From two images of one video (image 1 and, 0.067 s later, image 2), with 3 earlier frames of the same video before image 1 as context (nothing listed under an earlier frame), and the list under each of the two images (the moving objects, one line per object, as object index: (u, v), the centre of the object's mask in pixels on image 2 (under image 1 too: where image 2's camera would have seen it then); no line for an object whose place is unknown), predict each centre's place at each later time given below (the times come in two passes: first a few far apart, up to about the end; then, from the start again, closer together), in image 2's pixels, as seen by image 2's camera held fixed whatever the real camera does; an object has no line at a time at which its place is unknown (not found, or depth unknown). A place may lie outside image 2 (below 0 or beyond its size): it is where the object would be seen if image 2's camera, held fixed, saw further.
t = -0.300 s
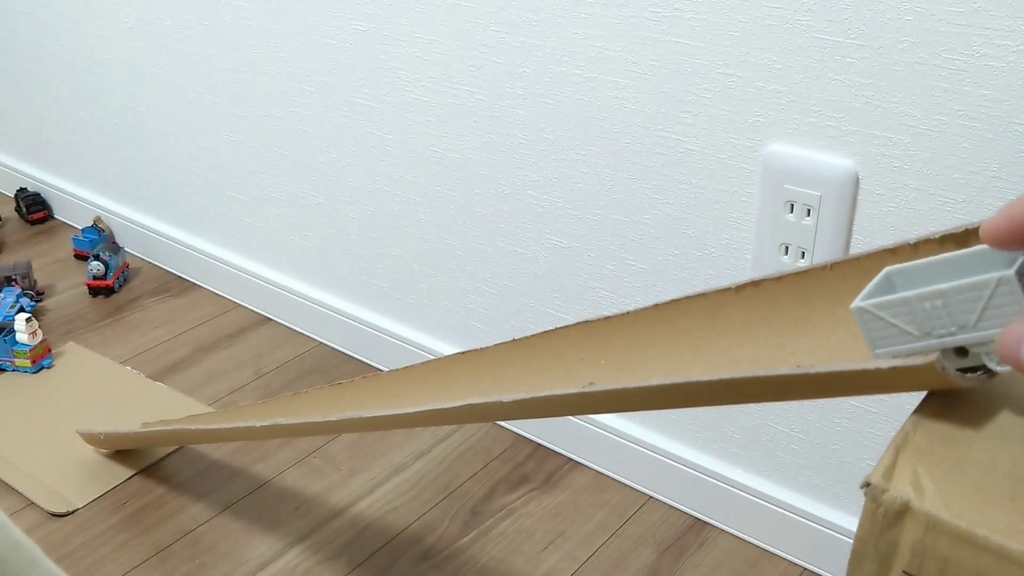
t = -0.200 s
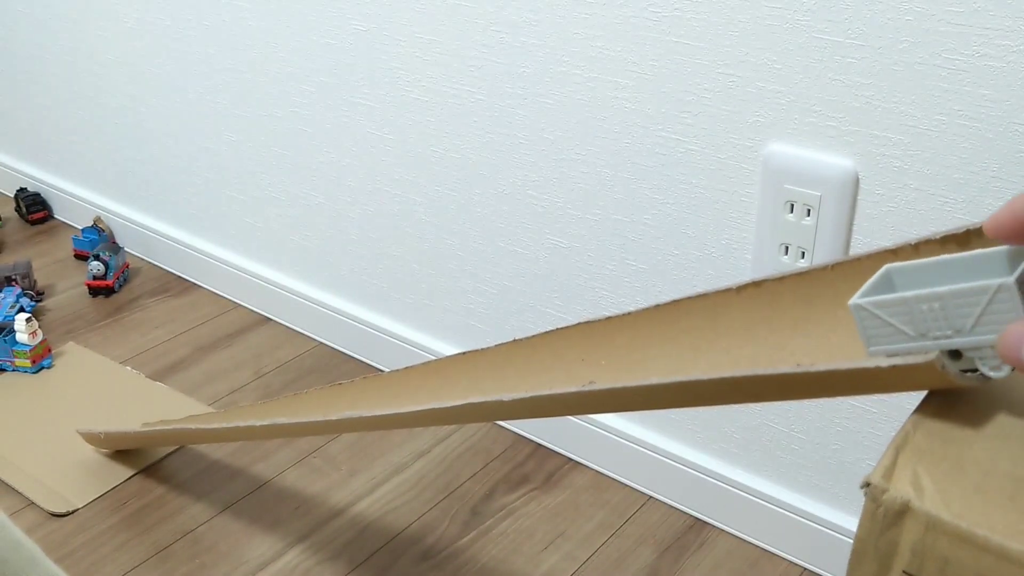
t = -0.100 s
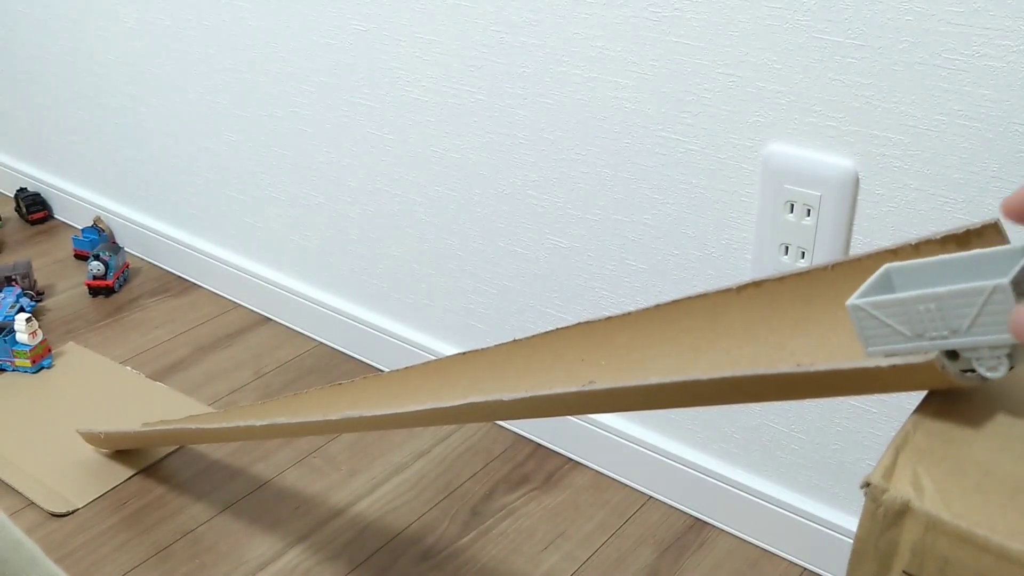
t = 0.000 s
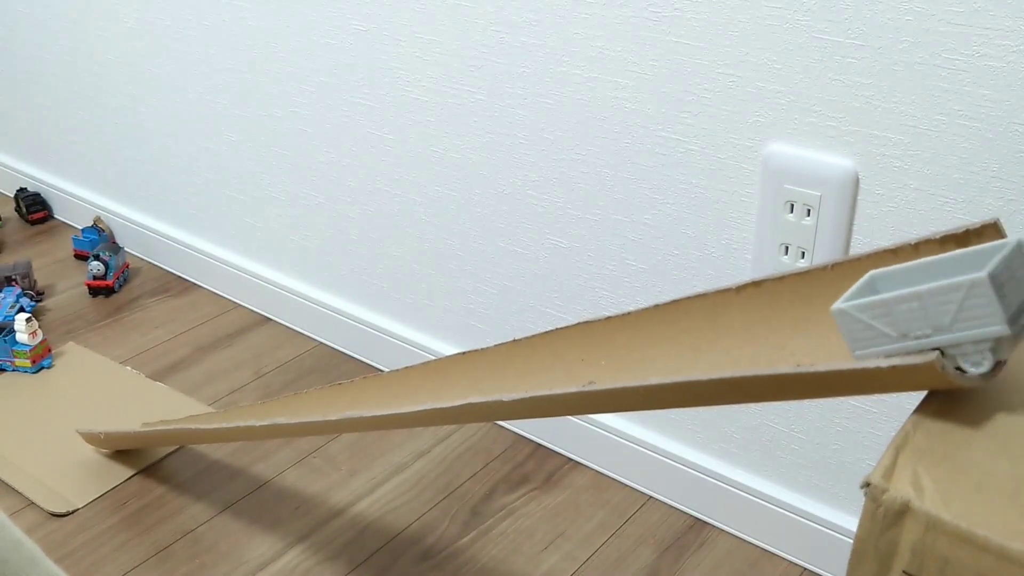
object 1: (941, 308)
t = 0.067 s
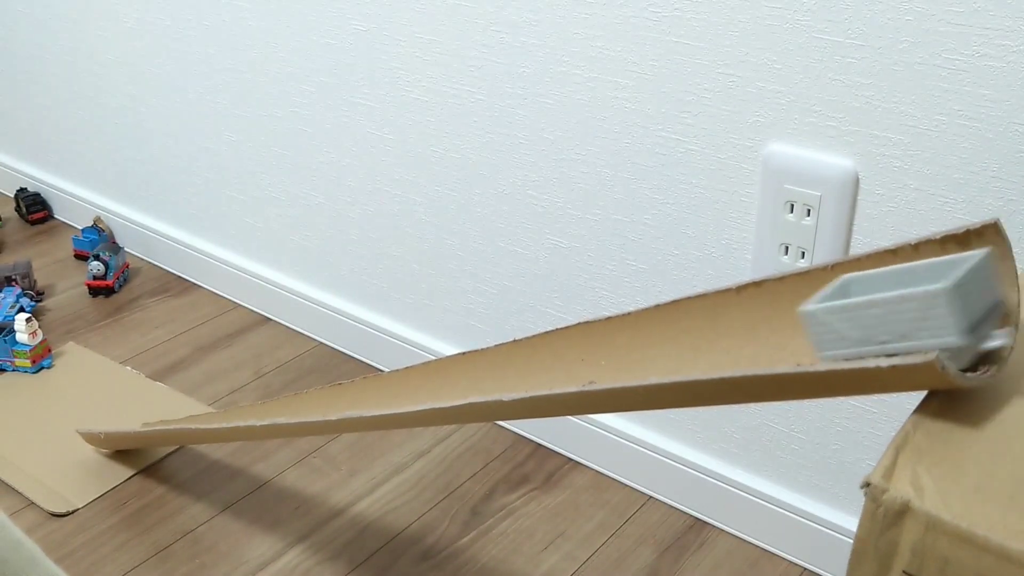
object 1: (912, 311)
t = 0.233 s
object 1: (719, 336)
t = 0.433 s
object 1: (456, 375)
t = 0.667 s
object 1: (228, 407)
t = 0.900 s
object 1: (79, 392)
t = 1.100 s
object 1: (31, 365)
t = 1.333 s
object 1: (30, 364)
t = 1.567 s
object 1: (30, 364)
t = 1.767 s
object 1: (30, 364)
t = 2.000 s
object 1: (29, 364)
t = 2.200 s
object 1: (30, 363)
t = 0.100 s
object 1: (881, 314)
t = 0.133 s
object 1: (845, 319)
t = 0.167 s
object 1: (806, 324)
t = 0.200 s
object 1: (762, 330)
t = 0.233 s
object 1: (719, 336)
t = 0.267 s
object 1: (673, 343)
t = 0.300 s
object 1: (628, 349)
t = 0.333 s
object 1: (582, 356)
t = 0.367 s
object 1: (538, 363)
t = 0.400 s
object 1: (495, 369)
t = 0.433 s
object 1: (456, 375)
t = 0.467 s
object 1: (416, 381)
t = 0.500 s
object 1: (380, 386)
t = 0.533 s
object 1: (346, 391)
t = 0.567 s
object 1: (314, 395)
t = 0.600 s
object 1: (284, 399)
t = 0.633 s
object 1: (254, 403)
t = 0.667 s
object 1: (228, 407)
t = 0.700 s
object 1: (203, 410)
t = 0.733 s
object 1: (177, 413)
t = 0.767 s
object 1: (154, 416)
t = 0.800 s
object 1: (133, 418)
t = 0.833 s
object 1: (114, 415)
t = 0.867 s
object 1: (96, 406)
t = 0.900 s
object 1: (79, 392)
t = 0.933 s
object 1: (60, 381)
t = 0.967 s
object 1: (45, 370)
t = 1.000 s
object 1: (39, 366)
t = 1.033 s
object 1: (34, 366)
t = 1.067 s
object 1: (32, 365)
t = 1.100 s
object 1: (31, 365)
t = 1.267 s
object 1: (30, 364)
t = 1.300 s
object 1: (30, 364)
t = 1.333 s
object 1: (30, 364)
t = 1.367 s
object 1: (30, 364)
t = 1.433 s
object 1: (30, 364)
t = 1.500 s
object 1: (30, 364)
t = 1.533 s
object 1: (30, 364)
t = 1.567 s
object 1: (30, 364)
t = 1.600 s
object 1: (30, 364)
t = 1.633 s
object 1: (30, 364)
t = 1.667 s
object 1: (30, 364)
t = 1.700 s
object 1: (30, 364)
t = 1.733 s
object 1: (30, 364)
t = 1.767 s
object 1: (30, 364)
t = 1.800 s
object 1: (30, 364)
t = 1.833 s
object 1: (29, 364)
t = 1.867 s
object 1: (29, 364)
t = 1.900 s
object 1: (29, 364)
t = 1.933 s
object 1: (29, 363)
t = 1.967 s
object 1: (29, 363)
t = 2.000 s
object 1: (29, 364)
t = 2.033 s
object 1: (29, 364)
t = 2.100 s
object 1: (30, 364)
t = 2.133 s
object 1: (29, 364)
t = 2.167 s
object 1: (30, 364)
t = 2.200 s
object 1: (30, 363)
